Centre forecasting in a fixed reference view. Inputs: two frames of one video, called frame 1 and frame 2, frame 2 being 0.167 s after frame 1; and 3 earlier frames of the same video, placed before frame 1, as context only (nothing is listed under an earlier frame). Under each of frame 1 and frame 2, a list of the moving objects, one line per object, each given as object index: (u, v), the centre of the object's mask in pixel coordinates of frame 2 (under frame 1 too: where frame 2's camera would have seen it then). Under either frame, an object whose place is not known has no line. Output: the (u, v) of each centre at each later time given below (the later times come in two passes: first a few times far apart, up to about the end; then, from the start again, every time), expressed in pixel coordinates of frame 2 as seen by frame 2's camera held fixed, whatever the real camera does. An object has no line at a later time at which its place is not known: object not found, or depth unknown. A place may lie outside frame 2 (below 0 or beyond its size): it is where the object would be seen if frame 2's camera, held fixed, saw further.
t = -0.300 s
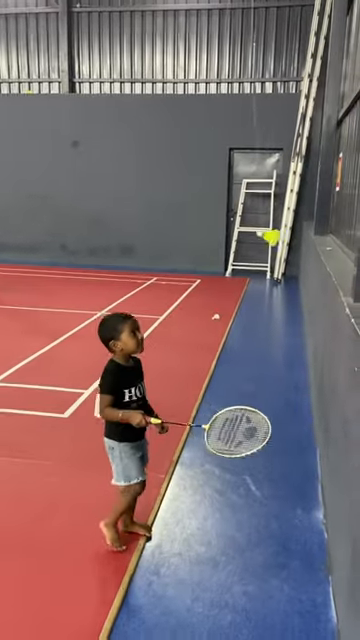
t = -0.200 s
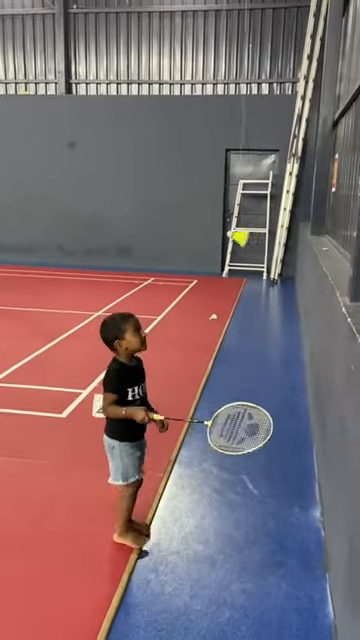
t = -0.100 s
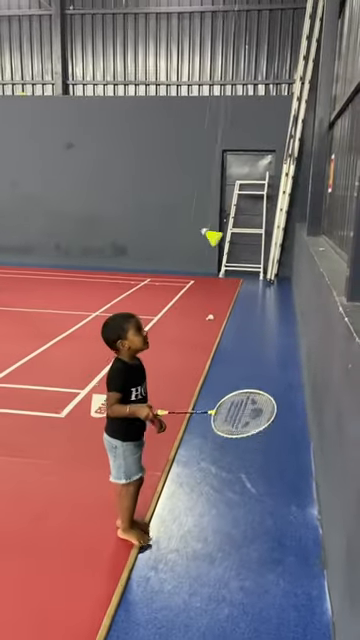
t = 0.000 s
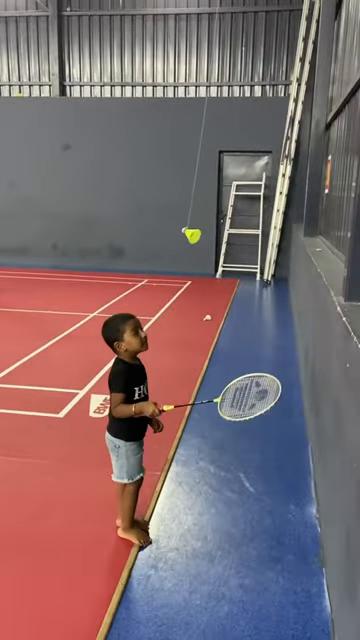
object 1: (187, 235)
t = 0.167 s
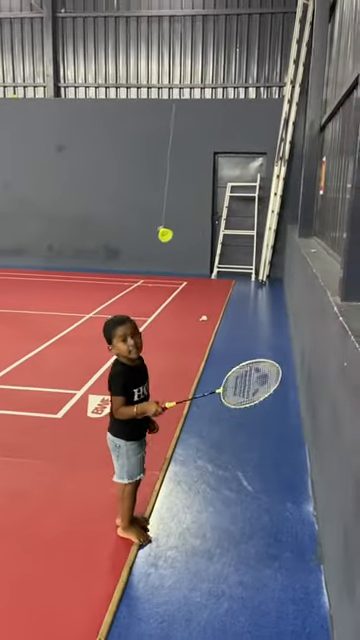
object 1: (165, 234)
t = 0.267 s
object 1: (156, 231)
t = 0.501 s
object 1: (149, 225)
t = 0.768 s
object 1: (153, 224)
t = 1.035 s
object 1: (174, 227)
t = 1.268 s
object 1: (199, 229)
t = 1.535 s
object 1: (226, 234)
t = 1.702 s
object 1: (246, 235)
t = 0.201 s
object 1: (161, 233)
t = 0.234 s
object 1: (159, 232)
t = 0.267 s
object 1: (156, 231)
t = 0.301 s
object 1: (154, 230)
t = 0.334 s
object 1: (153, 229)
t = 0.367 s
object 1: (152, 228)
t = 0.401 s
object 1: (150, 227)
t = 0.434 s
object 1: (150, 227)
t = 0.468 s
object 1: (149, 226)
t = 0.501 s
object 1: (149, 225)
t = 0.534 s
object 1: (149, 225)
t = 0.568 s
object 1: (150, 224)
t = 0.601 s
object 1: (150, 224)
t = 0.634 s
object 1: (150, 224)
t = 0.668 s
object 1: (150, 224)
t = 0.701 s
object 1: (151, 224)
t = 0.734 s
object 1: (152, 224)
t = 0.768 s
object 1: (153, 224)
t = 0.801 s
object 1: (155, 224)
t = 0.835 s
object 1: (158, 224)
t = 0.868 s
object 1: (160, 224)
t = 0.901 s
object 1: (162, 225)
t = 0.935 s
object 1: (165, 225)
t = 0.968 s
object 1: (168, 226)
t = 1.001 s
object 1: (171, 226)
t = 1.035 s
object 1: (174, 227)
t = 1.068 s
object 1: (177, 227)
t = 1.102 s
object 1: (181, 227)
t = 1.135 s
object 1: (184, 227)
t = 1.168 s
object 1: (188, 227)
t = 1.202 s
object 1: (191, 228)
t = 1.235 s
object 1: (195, 228)
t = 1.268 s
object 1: (199, 229)
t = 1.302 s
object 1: (202, 229)
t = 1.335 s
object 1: (206, 229)
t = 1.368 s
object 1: (209, 230)
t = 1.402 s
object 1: (213, 231)
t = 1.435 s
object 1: (216, 231)
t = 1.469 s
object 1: (219, 232)
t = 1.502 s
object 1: (223, 232)
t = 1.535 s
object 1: (226, 234)
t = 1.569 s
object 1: (230, 234)
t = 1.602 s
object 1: (233, 234)
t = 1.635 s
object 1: (237, 234)
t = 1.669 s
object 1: (241, 235)
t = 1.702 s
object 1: (246, 235)
